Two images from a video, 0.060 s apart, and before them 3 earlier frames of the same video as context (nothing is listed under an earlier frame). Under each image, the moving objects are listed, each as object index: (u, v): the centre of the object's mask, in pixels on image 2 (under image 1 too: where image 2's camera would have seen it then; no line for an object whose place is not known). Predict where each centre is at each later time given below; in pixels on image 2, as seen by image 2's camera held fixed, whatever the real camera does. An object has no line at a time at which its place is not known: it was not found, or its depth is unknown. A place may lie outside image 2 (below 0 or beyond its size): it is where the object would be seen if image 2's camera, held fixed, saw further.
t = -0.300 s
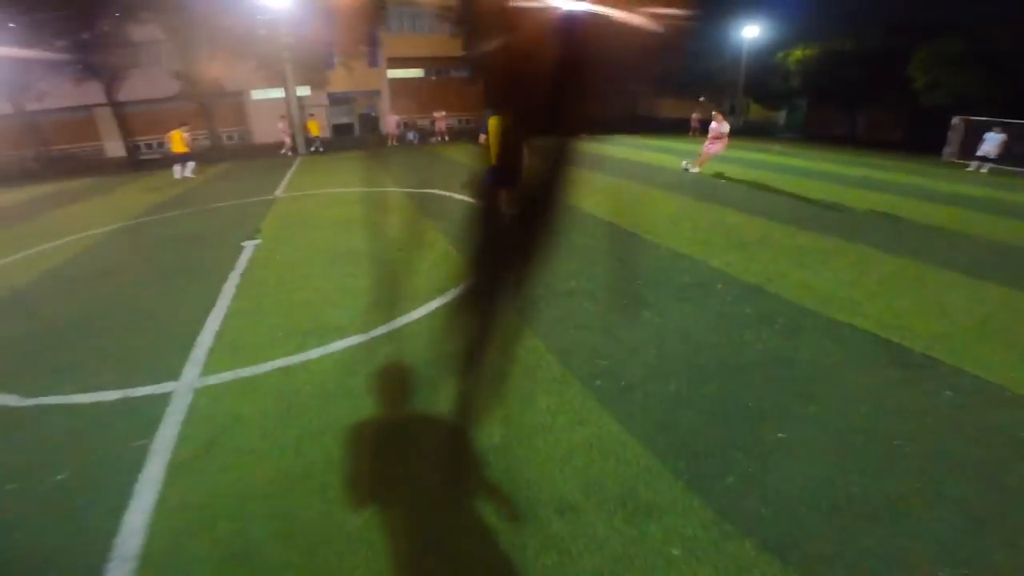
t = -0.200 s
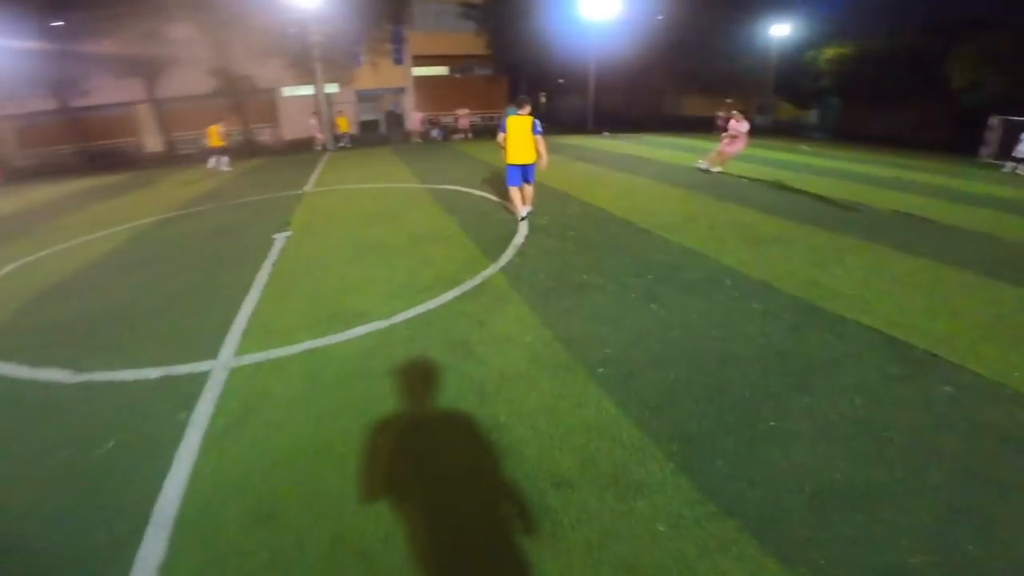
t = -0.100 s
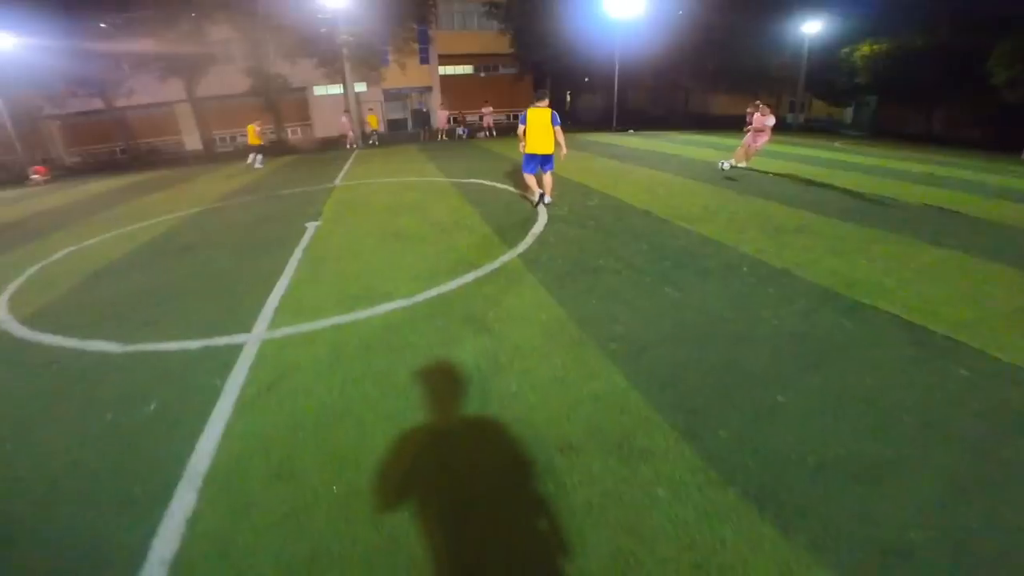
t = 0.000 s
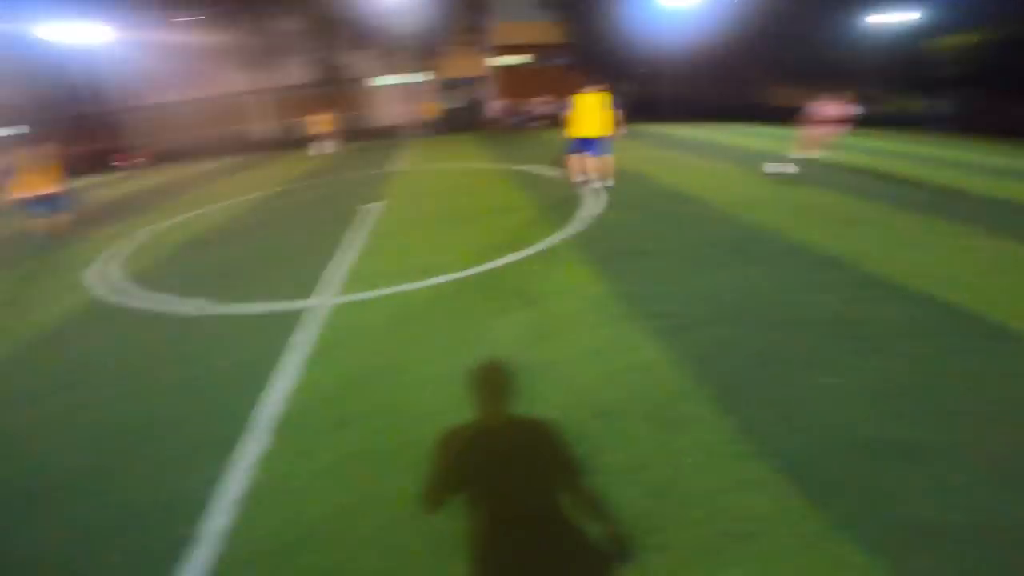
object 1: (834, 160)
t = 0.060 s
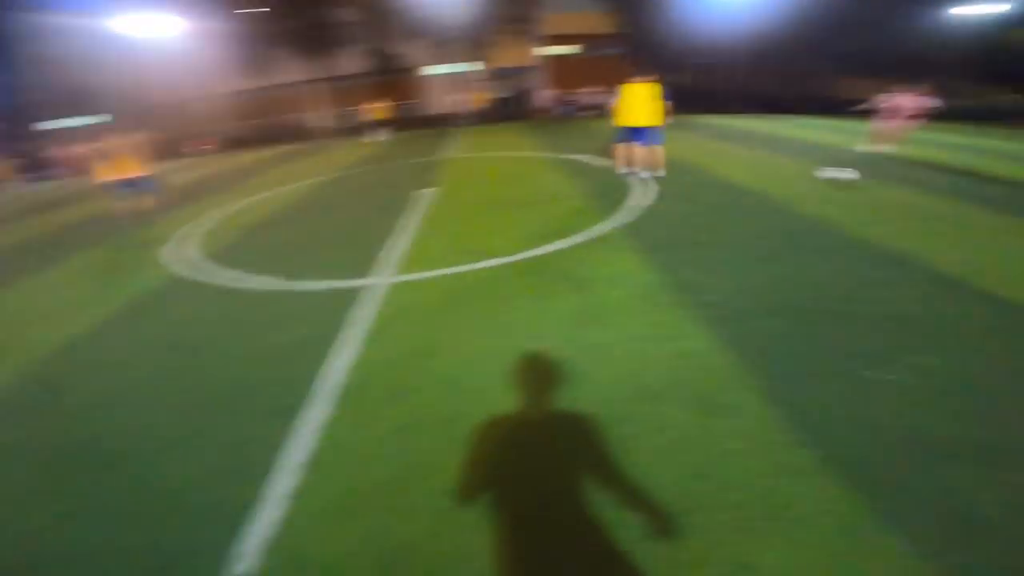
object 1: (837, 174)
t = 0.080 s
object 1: (840, 178)
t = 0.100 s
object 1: (843, 181)
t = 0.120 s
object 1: (847, 185)
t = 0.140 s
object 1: (847, 190)
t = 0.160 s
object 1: (843, 194)
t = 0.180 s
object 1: (836, 198)
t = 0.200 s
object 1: (830, 203)
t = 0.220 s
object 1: (822, 207)
